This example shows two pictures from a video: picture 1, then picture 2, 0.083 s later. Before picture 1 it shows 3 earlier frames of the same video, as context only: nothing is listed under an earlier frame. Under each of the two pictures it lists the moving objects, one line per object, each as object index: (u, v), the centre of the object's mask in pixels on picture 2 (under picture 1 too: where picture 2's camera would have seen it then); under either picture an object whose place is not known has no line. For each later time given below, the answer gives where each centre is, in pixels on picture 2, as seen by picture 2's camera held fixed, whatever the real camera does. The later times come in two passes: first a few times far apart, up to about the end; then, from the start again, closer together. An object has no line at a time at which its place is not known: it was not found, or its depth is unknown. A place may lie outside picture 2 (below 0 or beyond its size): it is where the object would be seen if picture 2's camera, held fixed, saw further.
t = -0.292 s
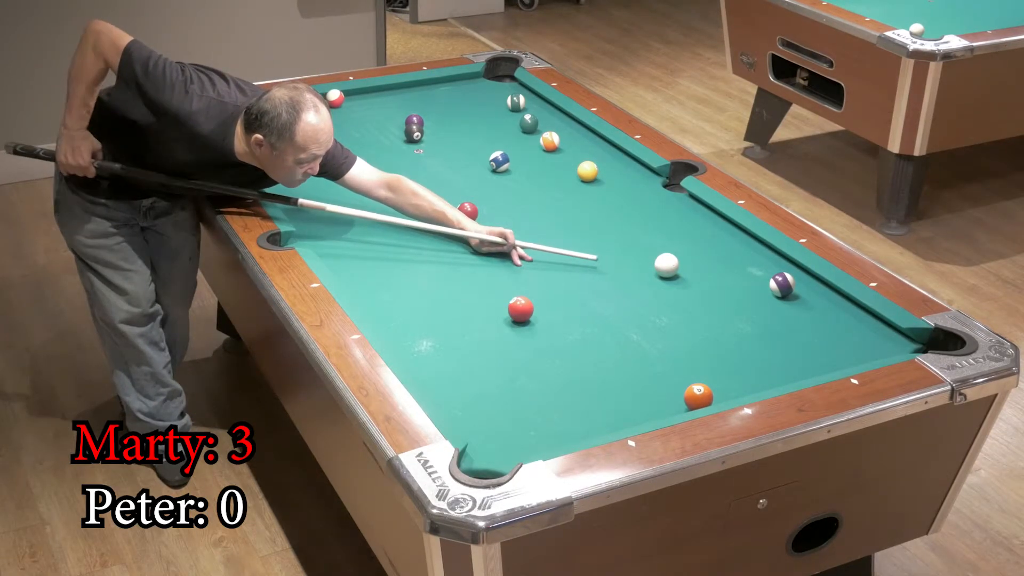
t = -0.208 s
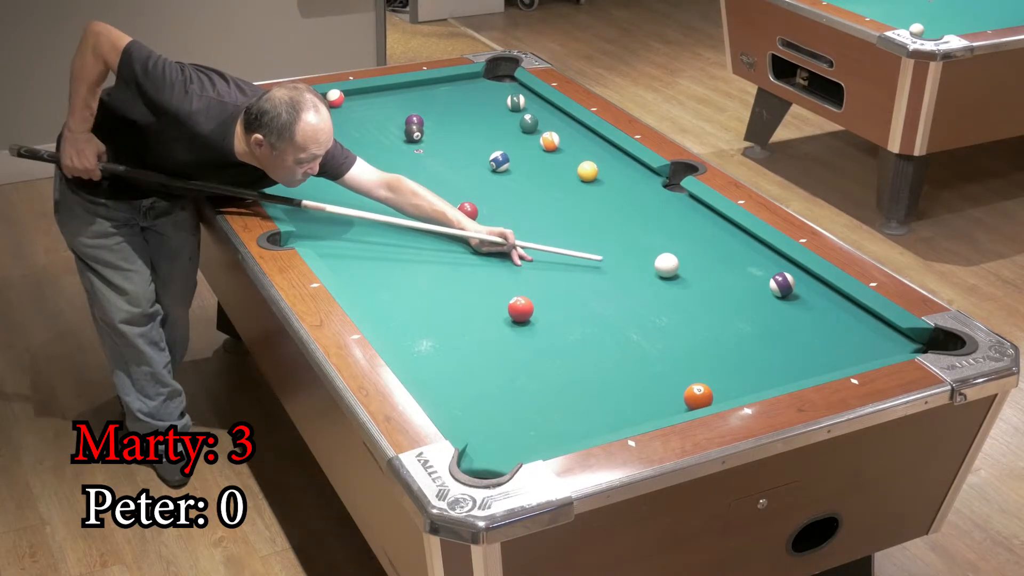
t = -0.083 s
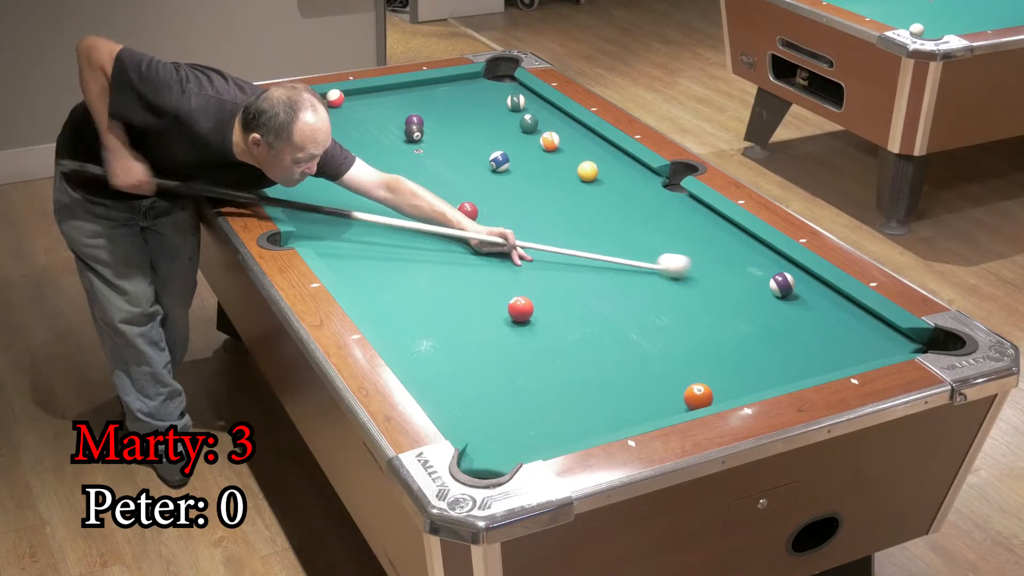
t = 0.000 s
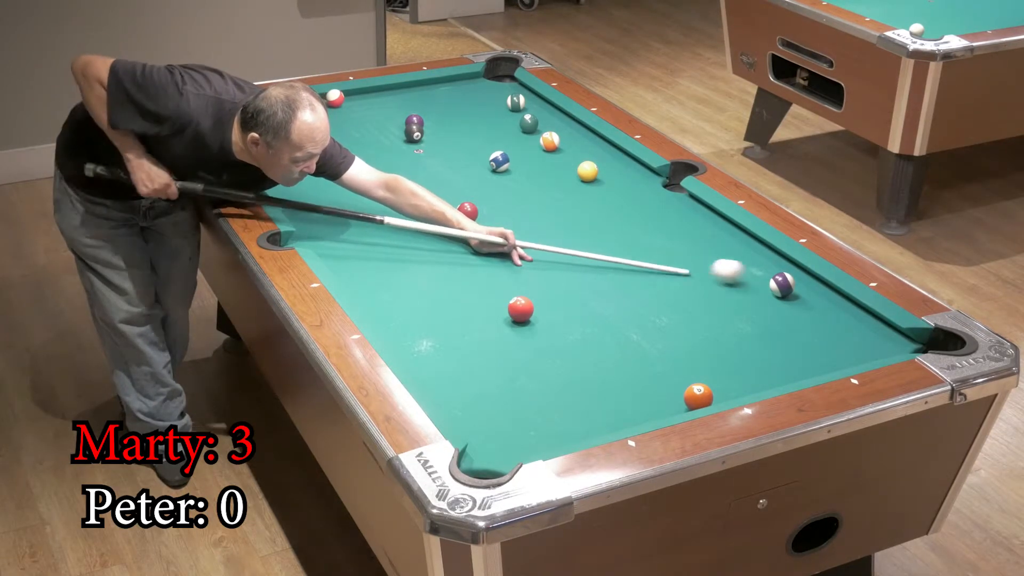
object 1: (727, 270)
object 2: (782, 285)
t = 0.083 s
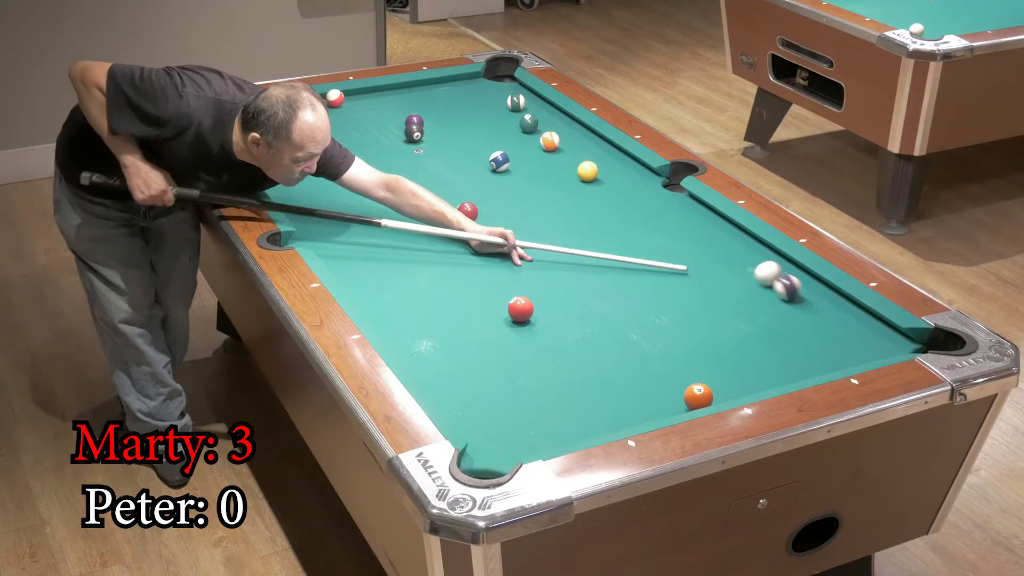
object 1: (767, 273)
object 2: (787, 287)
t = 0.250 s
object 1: (784, 264)
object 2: (826, 308)
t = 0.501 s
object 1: (747, 258)
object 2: (883, 335)
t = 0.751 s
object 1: (715, 252)
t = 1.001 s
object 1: (685, 247)
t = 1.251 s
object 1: (658, 243)
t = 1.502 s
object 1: (634, 239)
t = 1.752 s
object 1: (612, 236)
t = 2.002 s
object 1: (592, 233)
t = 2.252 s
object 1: (576, 230)
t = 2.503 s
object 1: (562, 227)
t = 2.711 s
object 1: (552, 226)
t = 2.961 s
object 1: (542, 224)
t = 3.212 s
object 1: (534, 223)
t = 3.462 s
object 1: (529, 222)
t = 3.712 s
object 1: (525, 222)
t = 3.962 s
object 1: (524, 222)
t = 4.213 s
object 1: (525, 221)
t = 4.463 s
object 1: (525, 222)
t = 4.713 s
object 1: (525, 222)
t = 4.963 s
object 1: (525, 222)
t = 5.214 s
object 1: (525, 222)
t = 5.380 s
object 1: (528, 224)
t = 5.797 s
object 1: (523, 216)
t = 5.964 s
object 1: (525, 222)
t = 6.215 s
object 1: (525, 222)
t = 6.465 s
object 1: (525, 222)
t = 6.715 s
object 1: (525, 222)
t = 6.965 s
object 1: (525, 222)
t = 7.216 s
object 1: (525, 222)
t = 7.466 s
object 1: (525, 222)
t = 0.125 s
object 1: (776, 270)
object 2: (798, 293)
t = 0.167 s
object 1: (783, 267)
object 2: (807, 298)
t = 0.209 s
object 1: (788, 265)
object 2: (816, 302)
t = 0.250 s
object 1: (784, 264)
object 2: (826, 308)
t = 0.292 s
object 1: (777, 263)
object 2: (836, 312)
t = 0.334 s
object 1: (771, 262)
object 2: (846, 317)
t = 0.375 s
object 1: (765, 261)
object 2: (855, 322)
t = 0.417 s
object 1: (759, 260)
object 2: (864, 326)
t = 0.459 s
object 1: (753, 259)
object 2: (873, 331)
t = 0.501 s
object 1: (747, 258)
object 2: (883, 335)
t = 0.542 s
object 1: (742, 257)
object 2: (894, 341)
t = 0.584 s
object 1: (737, 256)
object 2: (906, 344)
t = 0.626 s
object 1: (731, 255)
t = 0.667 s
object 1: (725, 254)
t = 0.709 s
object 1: (720, 253)
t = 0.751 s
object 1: (715, 252)
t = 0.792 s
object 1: (710, 251)
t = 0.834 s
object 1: (705, 250)
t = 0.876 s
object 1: (700, 250)
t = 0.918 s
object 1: (695, 249)
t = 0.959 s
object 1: (690, 248)
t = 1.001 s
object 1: (685, 247)
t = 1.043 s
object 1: (681, 246)
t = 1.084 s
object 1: (676, 245)
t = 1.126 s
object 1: (671, 245)
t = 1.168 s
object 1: (667, 244)
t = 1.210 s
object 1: (662, 243)
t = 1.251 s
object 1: (658, 243)
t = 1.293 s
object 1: (654, 242)
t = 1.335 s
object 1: (651, 241)
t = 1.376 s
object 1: (647, 241)
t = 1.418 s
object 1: (641, 240)
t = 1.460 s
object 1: (637, 239)
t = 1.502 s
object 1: (634, 239)
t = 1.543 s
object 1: (630, 238)
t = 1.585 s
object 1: (626, 238)
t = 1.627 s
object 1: (622, 237)
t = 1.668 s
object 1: (619, 237)
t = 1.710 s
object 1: (615, 236)
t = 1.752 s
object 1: (612, 236)
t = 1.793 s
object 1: (608, 235)
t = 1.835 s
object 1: (605, 235)
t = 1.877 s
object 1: (602, 234)
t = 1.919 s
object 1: (599, 234)
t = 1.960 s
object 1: (596, 233)
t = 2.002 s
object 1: (592, 233)
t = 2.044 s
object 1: (590, 232)
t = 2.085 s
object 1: (587, 232)
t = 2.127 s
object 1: (584, 231)
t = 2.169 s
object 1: (581, 231)
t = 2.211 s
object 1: (579, 230)
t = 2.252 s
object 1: (576, 230)
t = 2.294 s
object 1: (573, 229)
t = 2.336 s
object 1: (571, 229)
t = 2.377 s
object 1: (569, 229)
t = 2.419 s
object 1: (566, 228)
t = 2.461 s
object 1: (564, 228)
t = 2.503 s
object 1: (562, 227)
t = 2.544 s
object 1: (560, 227)
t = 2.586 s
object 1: (558, 227)
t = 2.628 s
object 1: (556, 226)
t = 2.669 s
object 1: (554, 226)
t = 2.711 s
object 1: (552, 226)
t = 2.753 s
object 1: (550, 226)
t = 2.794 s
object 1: (548, 225)
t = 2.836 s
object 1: (547, 225)
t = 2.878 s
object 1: (545, 225)
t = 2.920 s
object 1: (543, 224)
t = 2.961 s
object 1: (542, 224)
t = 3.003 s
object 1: (540, 224)
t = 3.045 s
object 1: (539, 224)
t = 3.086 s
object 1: (538, 224)
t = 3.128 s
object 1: (537, 223)
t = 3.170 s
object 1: (535, 223)
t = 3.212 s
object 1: (534, 223)
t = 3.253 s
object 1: (533, 223)
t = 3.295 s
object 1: (532, 223)
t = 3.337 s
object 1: (531, 222)
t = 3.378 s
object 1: (531, 222)
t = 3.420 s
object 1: (530, 222)
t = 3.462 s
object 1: (529, 222)
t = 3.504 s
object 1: (528, 222)
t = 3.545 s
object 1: (527, 222)
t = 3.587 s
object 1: (527, 222)
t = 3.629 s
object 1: (526, 222)
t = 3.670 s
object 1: (525, 222)
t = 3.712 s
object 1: (525, 222)
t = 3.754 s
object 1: (524, 222)
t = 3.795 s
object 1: (524, 222)
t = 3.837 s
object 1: (524, 222)
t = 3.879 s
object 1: (524, 222)
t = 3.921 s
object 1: (524, 222)
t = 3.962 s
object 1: (524, 222)
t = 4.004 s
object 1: (524, 222)
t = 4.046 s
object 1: (524, 222)
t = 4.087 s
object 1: (524, 222)
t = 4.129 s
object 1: (524, 222)
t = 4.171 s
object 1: (524, 222)
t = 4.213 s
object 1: (525, 221)
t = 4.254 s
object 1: (525, 222)
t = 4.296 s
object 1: (525, 222)
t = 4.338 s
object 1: (525, 223)
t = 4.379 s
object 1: (525, 218)
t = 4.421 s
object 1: (525, 220)
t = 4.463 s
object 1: (525, 222)
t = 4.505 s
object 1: (525, 222)
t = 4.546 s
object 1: (525, 222)
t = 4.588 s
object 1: (525, 222)
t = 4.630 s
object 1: (525, 222)
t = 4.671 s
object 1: (525, 222)
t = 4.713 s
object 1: (525, 222)
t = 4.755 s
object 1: (525, 222)
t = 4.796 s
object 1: (525, 222)
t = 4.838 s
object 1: (525, 222)
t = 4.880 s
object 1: (525, 222)
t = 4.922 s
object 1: (525, 222)
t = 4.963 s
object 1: (525, 222)
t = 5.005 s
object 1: (525, 222)
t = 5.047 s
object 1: (525, 222)
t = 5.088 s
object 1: (525, 222)
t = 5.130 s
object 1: (525, 222)
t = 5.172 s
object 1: (525, 222)
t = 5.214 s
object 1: (525, 222)
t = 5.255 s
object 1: (525, 222)
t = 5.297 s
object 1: (525, 221)
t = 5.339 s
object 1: (525, 222)
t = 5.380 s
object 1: (528, 224)
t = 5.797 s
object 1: (523, 216)
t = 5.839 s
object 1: (524, 220)
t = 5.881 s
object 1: (525, 222)
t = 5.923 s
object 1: (525, 222)
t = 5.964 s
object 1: (525, 222)
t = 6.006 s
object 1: (525, 222)
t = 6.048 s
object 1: (525, 222)
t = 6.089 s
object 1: (525, 222)
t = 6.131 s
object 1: (525, 222)
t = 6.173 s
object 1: (525, 221)
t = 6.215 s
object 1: (525, 222)
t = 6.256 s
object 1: (525, 222)
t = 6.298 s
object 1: (525, 222)
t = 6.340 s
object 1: (525, 222)
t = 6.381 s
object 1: (525, 222)
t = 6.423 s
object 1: (525, 222)
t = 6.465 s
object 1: (525, 222)
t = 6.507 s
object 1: (525, 222)
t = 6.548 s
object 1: (525, 222)
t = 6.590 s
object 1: (525, 222)
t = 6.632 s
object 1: (525, 222)
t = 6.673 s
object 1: (525, 222)
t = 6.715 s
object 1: (525, 222)
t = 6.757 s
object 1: (525, 221)
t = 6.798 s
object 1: (525, 222)
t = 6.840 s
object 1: (525, 221)
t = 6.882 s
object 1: (525, 222)
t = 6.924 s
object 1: (525, 222)
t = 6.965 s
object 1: (525, 222)
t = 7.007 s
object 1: (525, 222)
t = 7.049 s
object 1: (525, 222)
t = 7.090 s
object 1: (525, 219)
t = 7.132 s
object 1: (525, 222)
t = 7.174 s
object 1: (525, 222)
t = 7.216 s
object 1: (525, 222)
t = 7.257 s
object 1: (525, 222)
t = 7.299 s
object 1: (525, 222)
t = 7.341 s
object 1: (525, 222)
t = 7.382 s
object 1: (525, 222)
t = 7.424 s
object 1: (525, 222)
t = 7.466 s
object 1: (525, 222)
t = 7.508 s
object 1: (525, 222)
